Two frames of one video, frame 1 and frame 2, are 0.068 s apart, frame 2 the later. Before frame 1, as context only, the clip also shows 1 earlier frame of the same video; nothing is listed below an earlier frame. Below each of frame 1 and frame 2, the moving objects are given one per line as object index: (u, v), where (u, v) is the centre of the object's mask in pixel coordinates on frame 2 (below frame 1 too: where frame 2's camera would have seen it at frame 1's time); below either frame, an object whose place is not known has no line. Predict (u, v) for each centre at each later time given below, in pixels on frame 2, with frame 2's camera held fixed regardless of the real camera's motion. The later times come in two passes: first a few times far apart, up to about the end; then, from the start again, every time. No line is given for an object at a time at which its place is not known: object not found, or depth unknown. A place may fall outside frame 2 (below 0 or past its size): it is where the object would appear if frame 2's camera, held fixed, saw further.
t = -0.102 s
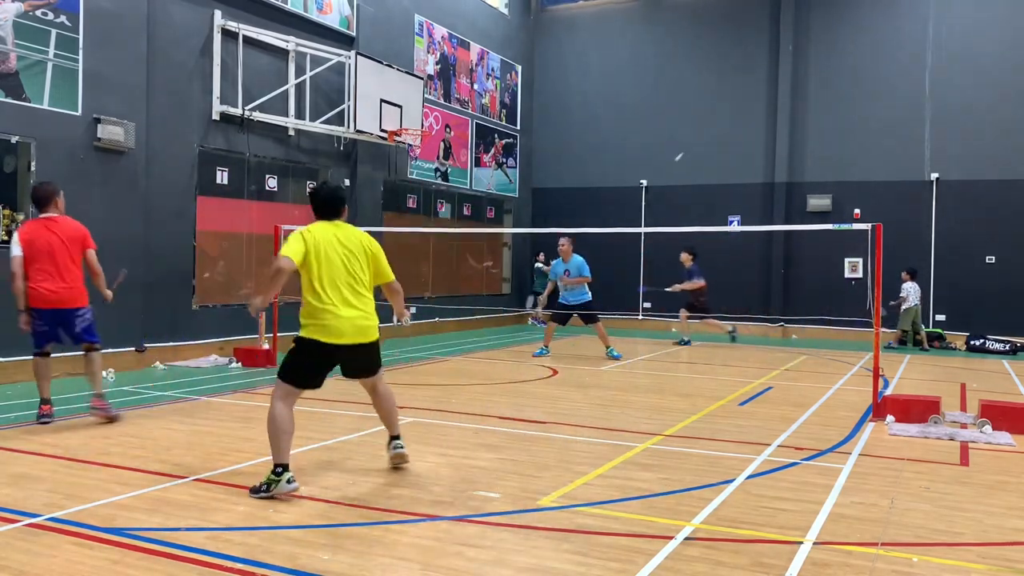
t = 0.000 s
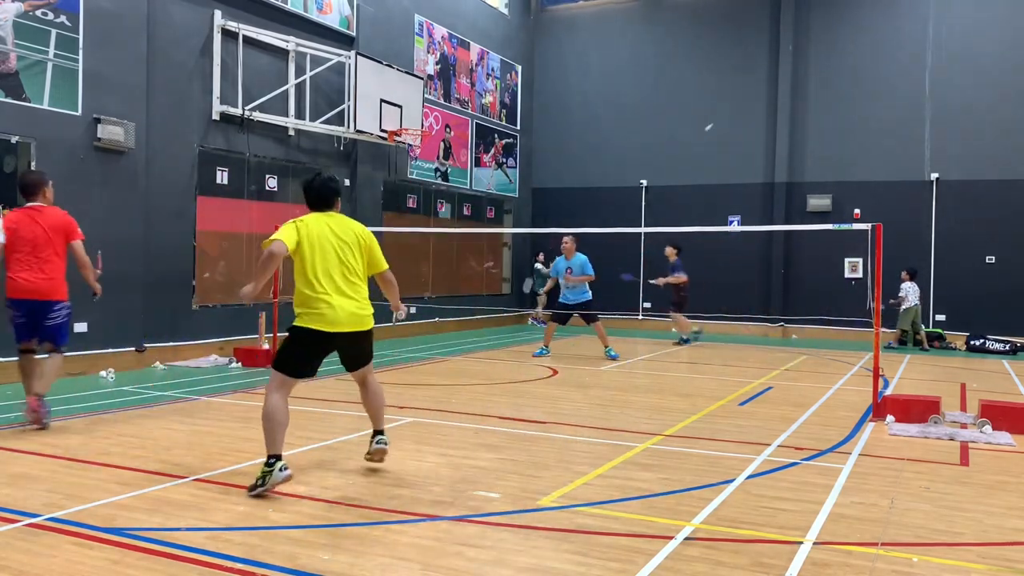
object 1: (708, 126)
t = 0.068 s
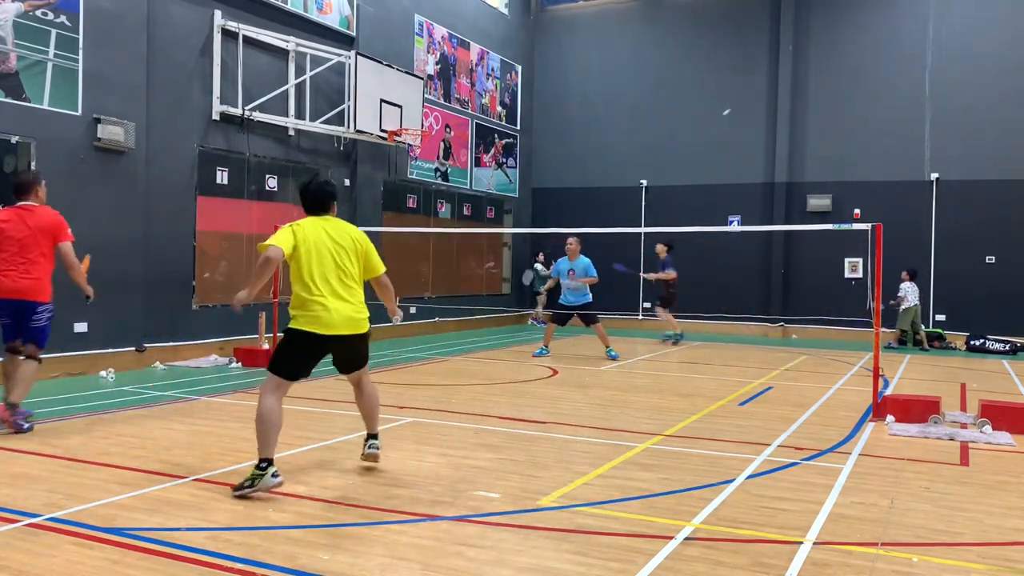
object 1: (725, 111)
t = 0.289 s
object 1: (777, 84)
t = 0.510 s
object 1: (820, 83)
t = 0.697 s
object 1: (853, 102)
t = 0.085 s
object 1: (730, 108)
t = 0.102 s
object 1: (734, 105)
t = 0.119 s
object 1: (738, 102)
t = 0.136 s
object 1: (742, 99)
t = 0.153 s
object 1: (747, 97)
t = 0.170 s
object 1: (750, 95)
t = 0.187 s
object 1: (755, 93)
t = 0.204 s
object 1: (759, 91)
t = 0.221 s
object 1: (762, 89)
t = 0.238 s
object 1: (766, 87)
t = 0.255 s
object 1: (770, 86)
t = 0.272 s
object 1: (773, 85)
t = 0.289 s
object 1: (777, 84)
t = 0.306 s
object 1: (781, 83)
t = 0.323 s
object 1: (784, 82)
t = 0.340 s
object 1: (788, 82)
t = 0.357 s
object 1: (791, 80)
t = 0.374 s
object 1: (795, 80)
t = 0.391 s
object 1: (798, 80)
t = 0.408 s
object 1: (801, 80)
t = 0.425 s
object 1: (804, 80)
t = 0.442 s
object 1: (808, 81)
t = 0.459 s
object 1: (811, 80)
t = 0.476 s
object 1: (814, 81)
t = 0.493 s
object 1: (817, 82)
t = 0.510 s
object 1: (820, 83)
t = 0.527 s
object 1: (824, 84)
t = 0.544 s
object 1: (827, 85)
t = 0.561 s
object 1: (830, 87)
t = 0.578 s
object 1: (833, 88)
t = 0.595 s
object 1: (836, 90)
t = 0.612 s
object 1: (839, 91)
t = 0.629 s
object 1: (842, 93)
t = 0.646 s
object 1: (844, 95)
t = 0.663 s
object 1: (847, 98)
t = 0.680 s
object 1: (850, 100)
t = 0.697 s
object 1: (853, 102)
